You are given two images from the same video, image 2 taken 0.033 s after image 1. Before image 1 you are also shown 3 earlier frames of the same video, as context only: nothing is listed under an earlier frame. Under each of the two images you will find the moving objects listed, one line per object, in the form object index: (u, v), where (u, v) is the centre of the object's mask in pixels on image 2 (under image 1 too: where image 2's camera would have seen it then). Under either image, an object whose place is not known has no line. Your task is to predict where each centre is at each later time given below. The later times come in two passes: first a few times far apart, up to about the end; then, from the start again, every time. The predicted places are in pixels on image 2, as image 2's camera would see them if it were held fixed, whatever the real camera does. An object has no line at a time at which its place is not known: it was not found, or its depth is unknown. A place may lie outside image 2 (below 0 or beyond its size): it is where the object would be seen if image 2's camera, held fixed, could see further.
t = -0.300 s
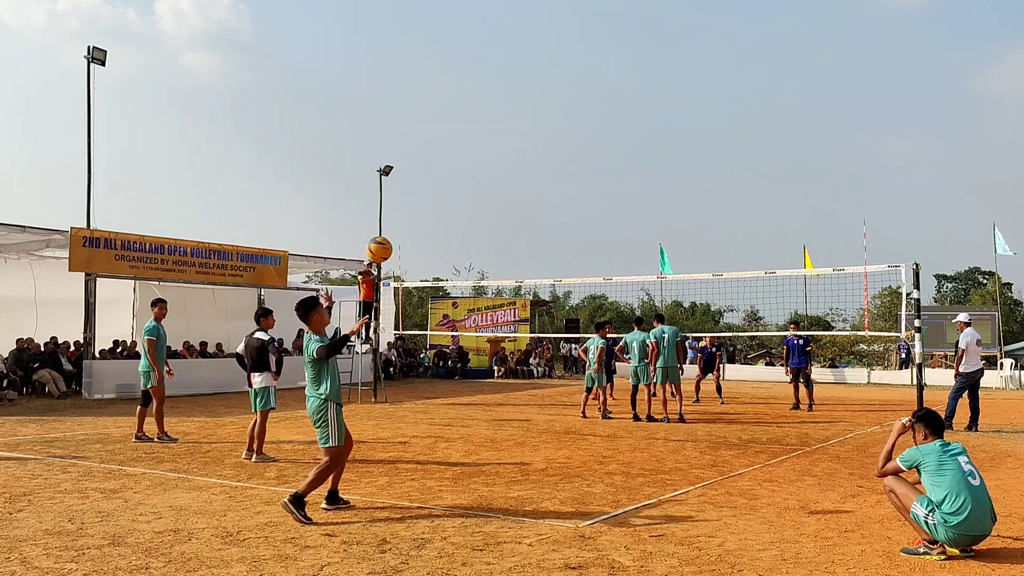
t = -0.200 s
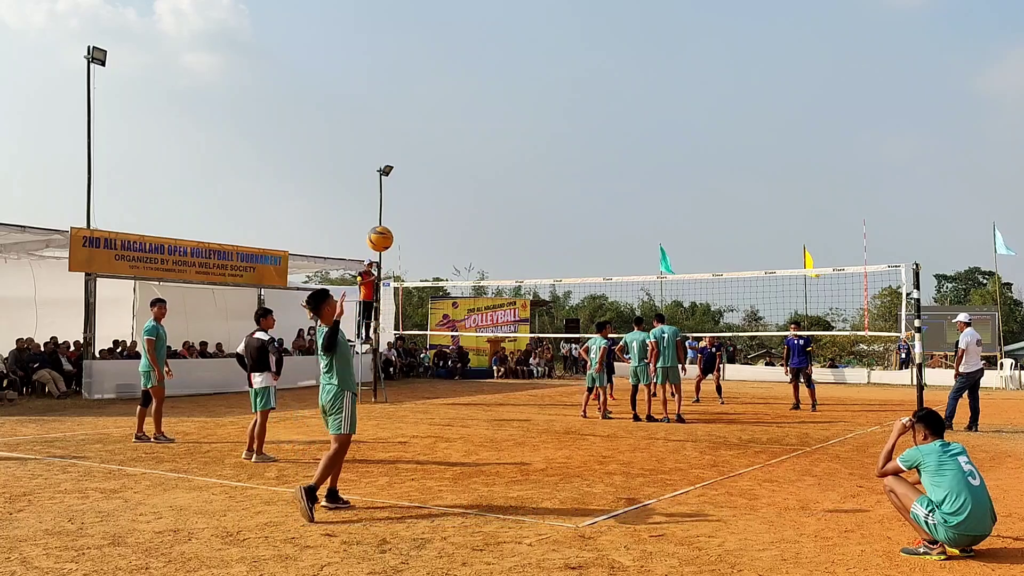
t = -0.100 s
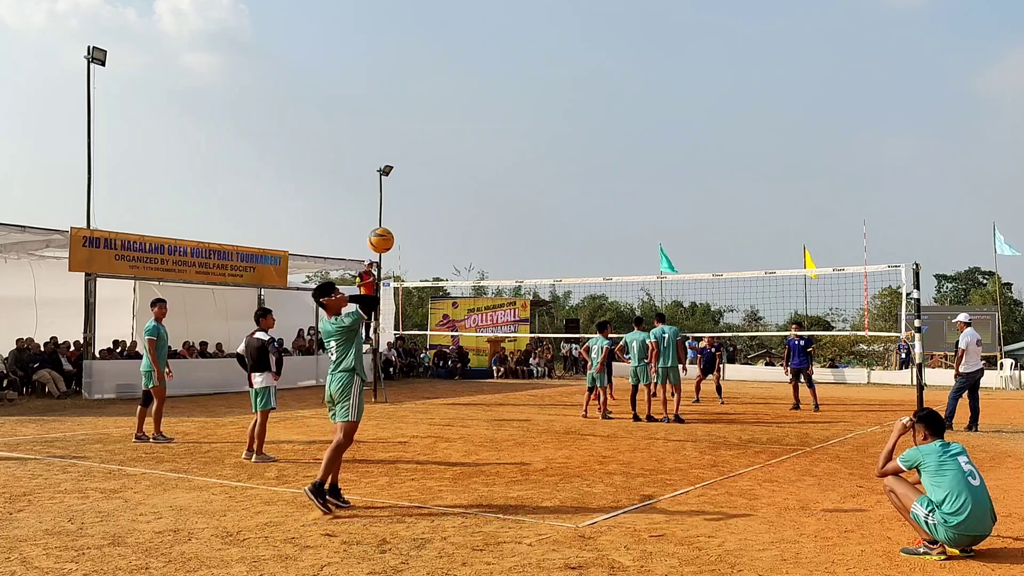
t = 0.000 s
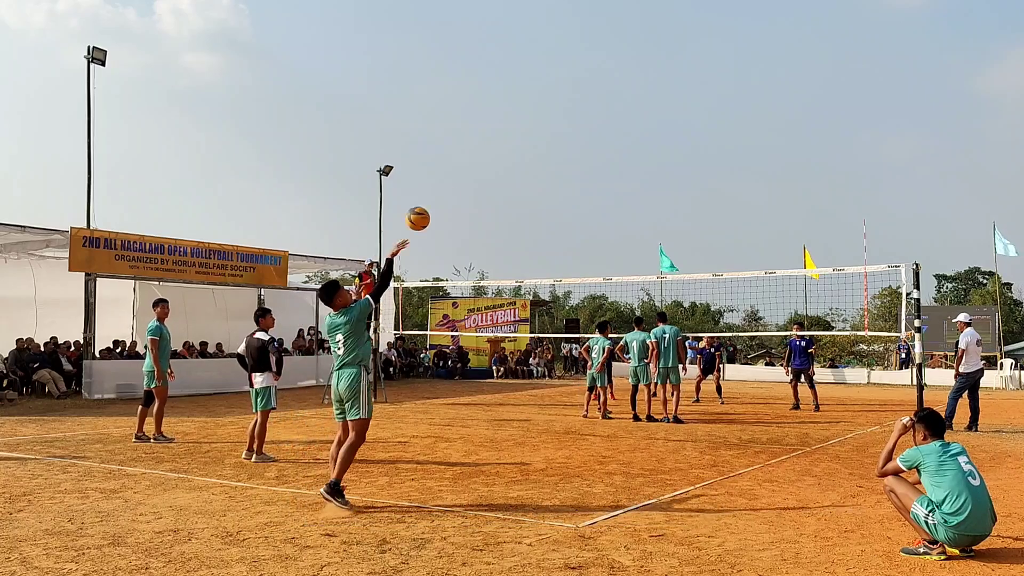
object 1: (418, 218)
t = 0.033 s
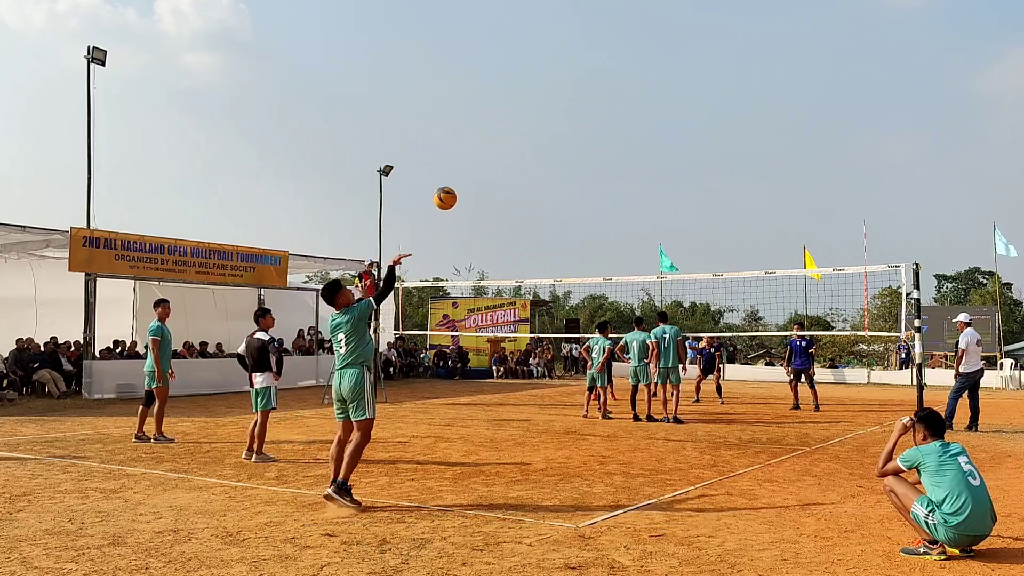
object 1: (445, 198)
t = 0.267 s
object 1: (585, 117)
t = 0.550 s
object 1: (678, 109)
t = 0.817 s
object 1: (737, 141)
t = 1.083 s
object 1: (779, 194)
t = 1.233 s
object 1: (798, 233)
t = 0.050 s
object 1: (458, 189)
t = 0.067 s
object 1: (470, 181)
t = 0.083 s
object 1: (482, 172)
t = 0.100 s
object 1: (493, 165)
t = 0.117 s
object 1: (504, 158)
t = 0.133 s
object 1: (514, 151)
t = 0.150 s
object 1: (524, 146)
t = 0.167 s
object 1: (534, 140)
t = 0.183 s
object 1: (543, 135)
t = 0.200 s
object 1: (552, 131)
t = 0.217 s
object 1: (561, 127)
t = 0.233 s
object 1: (569, 123)
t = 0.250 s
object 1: (577, 120)
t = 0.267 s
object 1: (585, 117)
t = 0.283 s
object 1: (592, 114)
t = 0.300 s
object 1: (599, 112)
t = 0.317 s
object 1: (606, 110)
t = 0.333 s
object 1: (612, 108)
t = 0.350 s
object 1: (618, 107)
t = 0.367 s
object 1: (624, 106)
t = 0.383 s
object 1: (630, 106)
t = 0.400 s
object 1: (636, 105)
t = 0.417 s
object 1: (641, 105)
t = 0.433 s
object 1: (646, 105)
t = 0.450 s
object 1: (651, 105)
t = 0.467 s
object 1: (655, 105)
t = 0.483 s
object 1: (660, 106)
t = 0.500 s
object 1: (665, 106)
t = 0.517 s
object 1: (669, 107)
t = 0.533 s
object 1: (674, 108)
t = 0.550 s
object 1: (678, 109)
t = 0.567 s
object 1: (682, 111)
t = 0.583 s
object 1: (686, 112)
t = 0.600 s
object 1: (690, 114)
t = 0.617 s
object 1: (694, 115)
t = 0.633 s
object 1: (699, 117)
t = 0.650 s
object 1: (702, 118)
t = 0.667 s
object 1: (706, 120)
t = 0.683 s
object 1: (709, 122)
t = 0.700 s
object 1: (713, 124)
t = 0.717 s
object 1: (717, 126)
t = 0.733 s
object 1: (720, 128)
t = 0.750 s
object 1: (724, 131)
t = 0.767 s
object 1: (727, 133)
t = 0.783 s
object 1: (730, 135)
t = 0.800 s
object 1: (734, 138)
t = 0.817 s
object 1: (737, 141)
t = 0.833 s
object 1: (740, 143)
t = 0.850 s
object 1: (743, 146)
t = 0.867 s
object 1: (746, 149)
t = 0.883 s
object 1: (749, 152)
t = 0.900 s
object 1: (751, 155)
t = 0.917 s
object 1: (754, 158)
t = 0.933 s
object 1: (757, 161)
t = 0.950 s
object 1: (759, 164)
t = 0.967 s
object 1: (762, 168)
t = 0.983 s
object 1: (765, 172)
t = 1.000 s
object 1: (767, 175)
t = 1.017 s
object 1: (769, 179)
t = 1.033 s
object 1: (772, 182)
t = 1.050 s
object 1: (774, 186)
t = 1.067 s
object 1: (777, 190)
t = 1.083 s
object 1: (779, 194)
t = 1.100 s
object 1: (781, 198)
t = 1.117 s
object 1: (784, 202)
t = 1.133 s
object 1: (786, 206)
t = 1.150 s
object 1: (788, 211)
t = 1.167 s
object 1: (790, 215)
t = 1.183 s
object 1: (792, 220)
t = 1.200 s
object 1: (794, 224)
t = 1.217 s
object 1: (796, 228)
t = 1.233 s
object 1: (798, 233)
